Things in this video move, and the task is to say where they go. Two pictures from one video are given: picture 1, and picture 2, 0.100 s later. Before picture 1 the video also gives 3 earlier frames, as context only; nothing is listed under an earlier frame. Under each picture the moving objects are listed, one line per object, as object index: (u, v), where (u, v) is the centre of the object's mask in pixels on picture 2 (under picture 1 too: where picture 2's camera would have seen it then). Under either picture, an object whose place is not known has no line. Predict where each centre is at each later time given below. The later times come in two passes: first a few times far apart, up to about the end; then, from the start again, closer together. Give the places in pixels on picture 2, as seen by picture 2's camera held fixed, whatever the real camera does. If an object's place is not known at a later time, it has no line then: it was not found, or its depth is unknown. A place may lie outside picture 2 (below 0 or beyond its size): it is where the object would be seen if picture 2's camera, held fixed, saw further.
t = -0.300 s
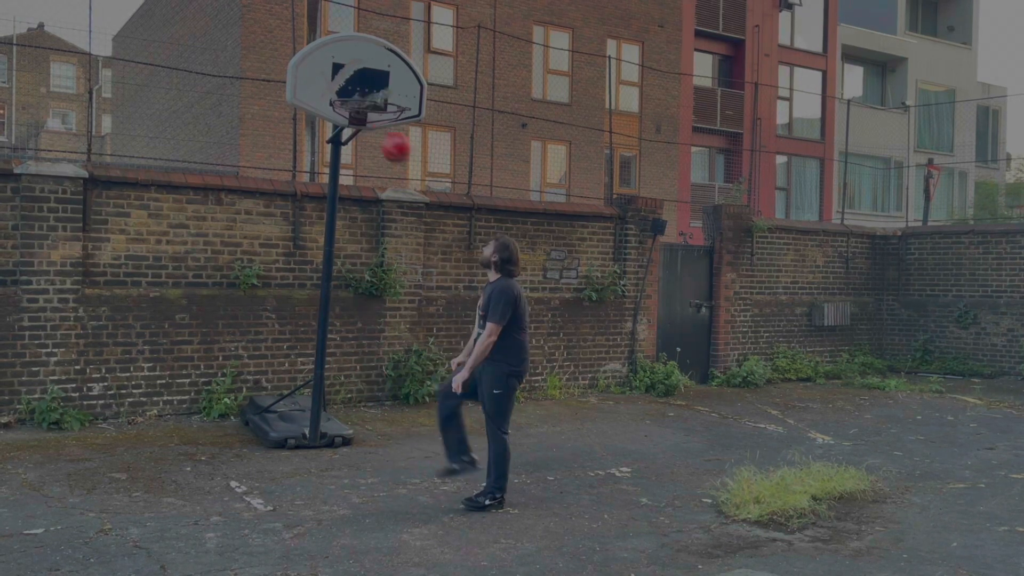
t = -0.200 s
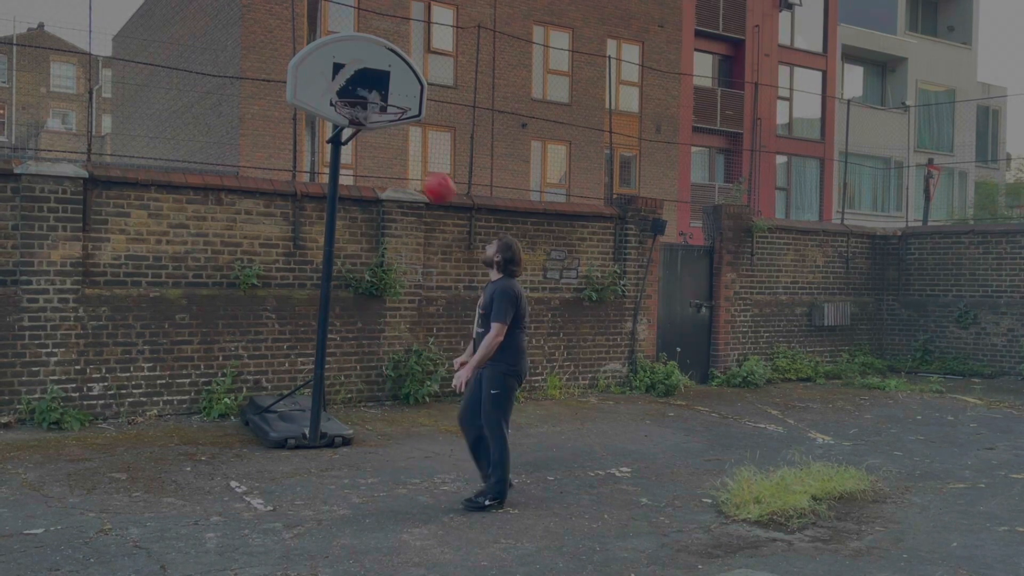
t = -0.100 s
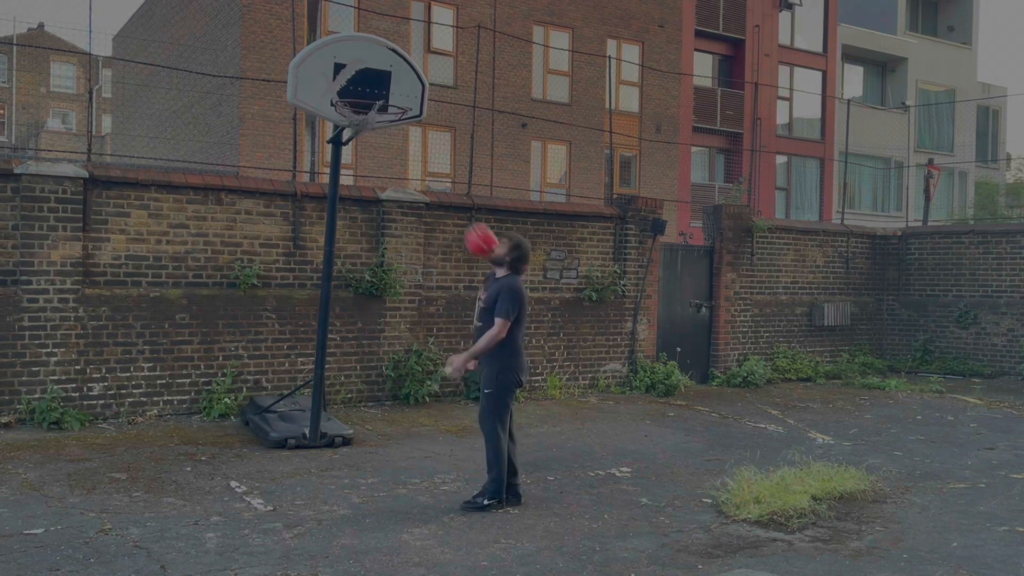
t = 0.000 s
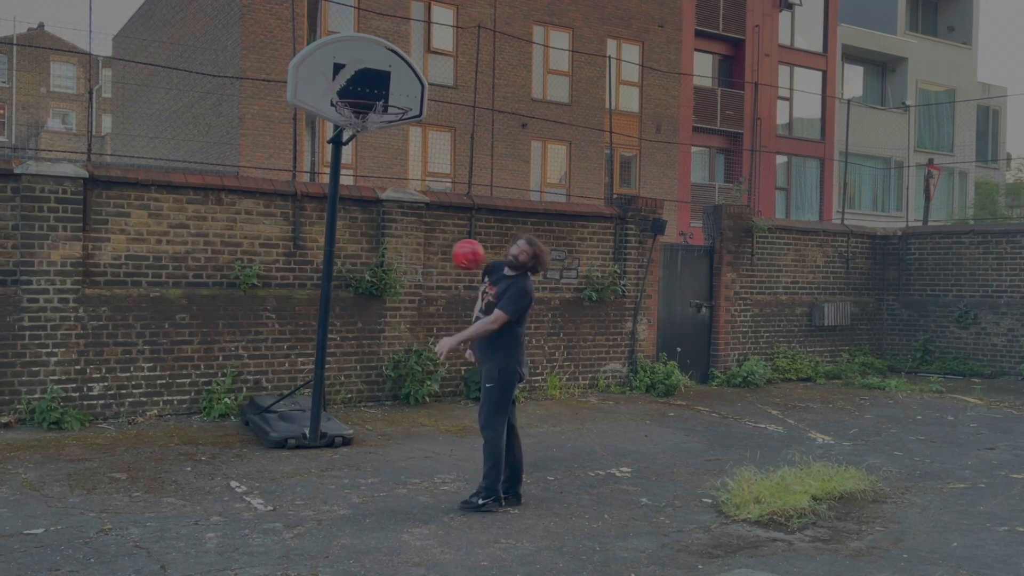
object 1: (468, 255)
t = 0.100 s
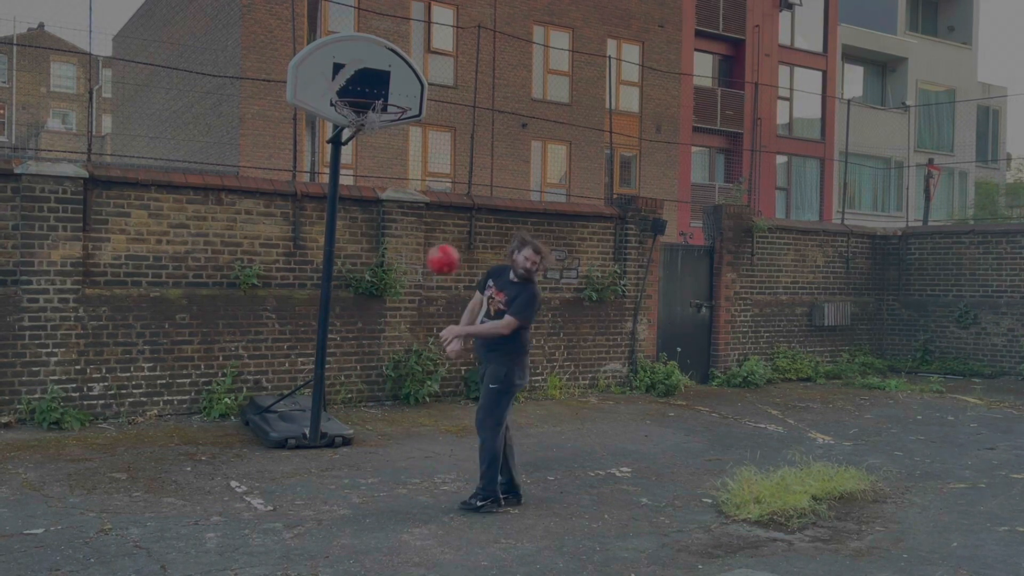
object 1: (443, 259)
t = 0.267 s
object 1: (400, 296)
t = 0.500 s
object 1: (344, 410)
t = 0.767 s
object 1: (279, 383)
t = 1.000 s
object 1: (227, 330)
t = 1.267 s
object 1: (171, 356)
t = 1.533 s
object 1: (125, 417)
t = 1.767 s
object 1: (97, 360)
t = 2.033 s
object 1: (65, 373)
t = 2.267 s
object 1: (47, 405)
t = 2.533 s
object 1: (46, 392)
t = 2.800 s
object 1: (46, 407)
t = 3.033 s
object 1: (47, 418)
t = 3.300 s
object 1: (47, 417)
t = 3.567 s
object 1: (47, 423)
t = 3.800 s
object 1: (46, 426)
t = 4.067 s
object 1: (46, 430)
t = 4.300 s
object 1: (48, 434)
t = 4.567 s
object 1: (52, 438)
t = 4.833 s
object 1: (54, 443)
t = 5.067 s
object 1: (57, 448)
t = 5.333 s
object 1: (60, 454)
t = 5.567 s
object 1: (63, 460)
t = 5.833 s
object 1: (65, 467)
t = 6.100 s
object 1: (67, 474)
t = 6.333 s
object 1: (71, 481)
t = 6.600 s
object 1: (78, 489)
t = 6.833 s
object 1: (87, 496)
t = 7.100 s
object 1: (102, 503)
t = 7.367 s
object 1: (121, 512)
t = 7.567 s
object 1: (135, 517)
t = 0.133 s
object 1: (434, 264)
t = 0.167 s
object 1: (426, 269)
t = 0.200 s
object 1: (418, 277)
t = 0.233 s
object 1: (409, 285)
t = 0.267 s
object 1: (400, 296)
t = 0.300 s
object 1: (392, 309)
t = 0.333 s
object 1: (384, 322)
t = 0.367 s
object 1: (376, 336)
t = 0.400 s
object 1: (368, 353)
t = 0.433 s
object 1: (360, 370)
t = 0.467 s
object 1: (351, 389)
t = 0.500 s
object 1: (344, 410)
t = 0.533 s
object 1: (336, 432)
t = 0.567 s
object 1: (329, 456)
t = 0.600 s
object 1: (321, 468)
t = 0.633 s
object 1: (312, 447)
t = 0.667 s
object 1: (304, 429)
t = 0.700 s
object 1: (296, 411)
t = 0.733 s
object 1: (287, 396)
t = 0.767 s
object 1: (279, 383)
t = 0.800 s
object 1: (272, 370)
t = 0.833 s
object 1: (263, 360)
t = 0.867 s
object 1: (256, 351)
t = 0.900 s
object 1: (249, 344)
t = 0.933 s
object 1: (241, 338)
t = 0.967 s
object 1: (234, 333)
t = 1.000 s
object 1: (227, 330)
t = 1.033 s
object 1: (220, 328)
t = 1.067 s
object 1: (213, 328)
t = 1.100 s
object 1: (206, 328)
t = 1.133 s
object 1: (199, 331)
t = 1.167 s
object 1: (192, 335)
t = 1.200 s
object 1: (185, 340)
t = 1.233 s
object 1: (178, 347)
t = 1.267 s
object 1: (171, 356)
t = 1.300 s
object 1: (166, 365)
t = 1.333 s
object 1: (159, 375)
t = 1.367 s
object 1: (153, 387)
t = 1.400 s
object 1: (147, 400)
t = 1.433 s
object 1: (141, 415)
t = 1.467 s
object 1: (135, 430)
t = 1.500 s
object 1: (130, 431)
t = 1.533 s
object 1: (125, 417)
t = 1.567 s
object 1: (120, 405)
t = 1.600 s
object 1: (117, 394)
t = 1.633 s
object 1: (112, 384)
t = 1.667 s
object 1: (108, 376)
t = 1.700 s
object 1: (104, 369)
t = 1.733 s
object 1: (100, 364)
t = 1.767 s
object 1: (97, 360)
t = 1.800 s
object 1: (93, 357)
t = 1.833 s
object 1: (89, 355)
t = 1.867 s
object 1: (85, 355)
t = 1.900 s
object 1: (81, 355)
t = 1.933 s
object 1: (78, 358)
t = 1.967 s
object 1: (74, 361)
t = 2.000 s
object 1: (69, 366)
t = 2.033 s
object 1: (65, 373)
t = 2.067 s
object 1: (62, 380)
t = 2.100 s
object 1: (57, 389)
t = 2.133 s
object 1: (54, 399)
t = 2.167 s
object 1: (50, 411)
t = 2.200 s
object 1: (48, 420)
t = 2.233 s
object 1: (47, 413)
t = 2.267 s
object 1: (47, 405)
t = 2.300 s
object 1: (47, 400)
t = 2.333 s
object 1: (47, 394)
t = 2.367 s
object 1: (47, 391)
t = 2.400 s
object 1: (46, 388)
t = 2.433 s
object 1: (47, 388)
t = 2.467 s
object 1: (47, 388)
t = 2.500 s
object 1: (46, 389)
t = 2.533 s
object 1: (46, 392)
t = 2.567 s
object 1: (46, 396)
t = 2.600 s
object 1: (46, 402)
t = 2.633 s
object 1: (46, 409)
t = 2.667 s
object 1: (45, 416)
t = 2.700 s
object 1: (45, 421)
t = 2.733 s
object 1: (45, 415)
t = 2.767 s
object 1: (46, 410)
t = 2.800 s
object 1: (46, 407)
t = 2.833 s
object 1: (46, 405)
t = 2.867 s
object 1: (46, 404)
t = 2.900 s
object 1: (47, 404)
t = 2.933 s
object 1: (47, 406)
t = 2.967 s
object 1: (47, 409)
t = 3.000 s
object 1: (47, 413)
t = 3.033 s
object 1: (47, 418)
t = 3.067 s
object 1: (47, 423)
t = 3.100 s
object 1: (48, 418)
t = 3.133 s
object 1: (48, 415)
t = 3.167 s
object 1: (48, 413)
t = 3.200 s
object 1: (47, 412)
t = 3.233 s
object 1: (48, 412)
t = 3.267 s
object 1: (48, 414)
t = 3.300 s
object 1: (47, 417)
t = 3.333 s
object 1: (48, 421)
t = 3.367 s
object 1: (47, 423)
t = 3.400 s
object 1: (47, 419)
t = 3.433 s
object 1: (47, 418)
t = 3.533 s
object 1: (47, 419)
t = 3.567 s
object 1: (47, 423)
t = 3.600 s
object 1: (46, 424)
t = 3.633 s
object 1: (46, 422)
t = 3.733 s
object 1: (46, 424)
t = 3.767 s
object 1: (46, 426)
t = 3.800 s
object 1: (46, 426)
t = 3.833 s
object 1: (46, 426)
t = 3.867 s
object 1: (46, 426)
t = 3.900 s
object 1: (46, 428)
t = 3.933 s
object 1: (45, 428)
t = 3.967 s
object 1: (45, 429)
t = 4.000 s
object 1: (46, 430)
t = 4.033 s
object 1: (46, 430)
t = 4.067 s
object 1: (46, 430)
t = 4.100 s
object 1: (47, 431)
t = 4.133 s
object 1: (47, 431)
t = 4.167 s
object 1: (47, 432)
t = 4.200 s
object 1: (48, 432)
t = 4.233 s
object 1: (48, 433)
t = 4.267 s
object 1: (48, 433)
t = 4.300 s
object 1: (48, 434)
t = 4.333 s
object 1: (49, 434)
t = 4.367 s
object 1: (49, 435)
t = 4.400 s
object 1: (50, 435)
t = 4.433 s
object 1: (50, 436)
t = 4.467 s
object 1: (51, 436)
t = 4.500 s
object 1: (51, 437)
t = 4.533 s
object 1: (52, 437)
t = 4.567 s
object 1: (52, 438)
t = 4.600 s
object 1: (52, 439)
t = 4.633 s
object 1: (53, 439)
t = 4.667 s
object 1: (53, 440)
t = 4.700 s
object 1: (53, 440)
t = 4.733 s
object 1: (53, 441)
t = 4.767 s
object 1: (53, 442)
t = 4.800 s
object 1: (54, 443)
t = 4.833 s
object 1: (54, 443)
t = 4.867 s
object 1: (54, 444)
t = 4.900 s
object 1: (55, 444)
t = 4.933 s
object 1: (55, 445)
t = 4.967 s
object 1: (55, 445)
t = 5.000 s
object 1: (56, 446)
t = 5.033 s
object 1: (56, 447)
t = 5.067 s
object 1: (57, 448)
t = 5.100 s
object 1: (57, 449)
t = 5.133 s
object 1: (57, 450)
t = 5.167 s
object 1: (57, 450)
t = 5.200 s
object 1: (58, 451)
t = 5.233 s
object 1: (58, 452)
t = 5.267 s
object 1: (59, 452)
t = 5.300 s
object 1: (59, 453)
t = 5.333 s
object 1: (60, 454)
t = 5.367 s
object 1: (60, 455)
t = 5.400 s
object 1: (60, 456)
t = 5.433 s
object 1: (61, 456)
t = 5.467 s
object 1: (61, 457)
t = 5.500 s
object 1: (62, 458)
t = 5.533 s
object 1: (62, 459)
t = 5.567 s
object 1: (63, 460)
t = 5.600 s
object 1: (63, 461)
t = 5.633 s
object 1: (63, 462)
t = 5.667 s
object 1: (63, 462)
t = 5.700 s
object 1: (63, 463)
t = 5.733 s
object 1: (64, 464)
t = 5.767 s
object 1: (64, 464)
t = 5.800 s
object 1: (64, 466)
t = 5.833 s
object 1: (65, 467)
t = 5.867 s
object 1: (65, 468)
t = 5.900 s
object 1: (64, 468)
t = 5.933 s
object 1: (65, 470)
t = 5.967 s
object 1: (65, 470)
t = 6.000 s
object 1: (66, 472)
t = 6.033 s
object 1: (66, 472)
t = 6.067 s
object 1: (66, 473)
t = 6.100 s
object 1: (67, 474)
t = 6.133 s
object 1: (67, 475)
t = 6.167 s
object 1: (68, 476)
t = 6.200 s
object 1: (68, 477)
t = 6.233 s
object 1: (69, 478)
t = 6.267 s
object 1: (70, 479)
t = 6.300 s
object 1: (71, 480)
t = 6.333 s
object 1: (71, 481)
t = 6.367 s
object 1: (72, 482)
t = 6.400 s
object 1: (73, 483)
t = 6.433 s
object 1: (74, 484)
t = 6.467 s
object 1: (75, 485)
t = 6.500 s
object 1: (75, 486)
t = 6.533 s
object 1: (76, 486)
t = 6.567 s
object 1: (77, 488)
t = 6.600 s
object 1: (78, 489)
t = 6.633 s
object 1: (79, 490)
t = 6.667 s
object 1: (80, 491)
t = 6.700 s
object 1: (81, 492)
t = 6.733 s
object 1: (82, 493)
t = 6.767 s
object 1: (83, 494)
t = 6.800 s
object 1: (84, 495)
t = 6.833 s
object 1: (87, 496)
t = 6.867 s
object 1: (88, 498)
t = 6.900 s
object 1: (90, 498)
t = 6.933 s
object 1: (91, 499)
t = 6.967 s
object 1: (93, 500)
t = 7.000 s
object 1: (96, 501)
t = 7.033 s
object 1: (98, 502)
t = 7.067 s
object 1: (100, 502)
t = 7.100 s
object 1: (102, 503)
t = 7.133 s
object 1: (104, 504)
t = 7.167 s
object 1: (106, 505)
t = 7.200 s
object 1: (109, 507)
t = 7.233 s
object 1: (111, 507)
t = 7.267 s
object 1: (114, 508)
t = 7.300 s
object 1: (117, 510)
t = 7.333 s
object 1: (119, 510)
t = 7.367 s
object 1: (121, 512)
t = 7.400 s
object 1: (124, 512)
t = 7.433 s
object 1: (126, 513)
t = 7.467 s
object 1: (128, 515)
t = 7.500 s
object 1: (130, 516)
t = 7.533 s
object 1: (133, 517)
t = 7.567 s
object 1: (135, 517)
